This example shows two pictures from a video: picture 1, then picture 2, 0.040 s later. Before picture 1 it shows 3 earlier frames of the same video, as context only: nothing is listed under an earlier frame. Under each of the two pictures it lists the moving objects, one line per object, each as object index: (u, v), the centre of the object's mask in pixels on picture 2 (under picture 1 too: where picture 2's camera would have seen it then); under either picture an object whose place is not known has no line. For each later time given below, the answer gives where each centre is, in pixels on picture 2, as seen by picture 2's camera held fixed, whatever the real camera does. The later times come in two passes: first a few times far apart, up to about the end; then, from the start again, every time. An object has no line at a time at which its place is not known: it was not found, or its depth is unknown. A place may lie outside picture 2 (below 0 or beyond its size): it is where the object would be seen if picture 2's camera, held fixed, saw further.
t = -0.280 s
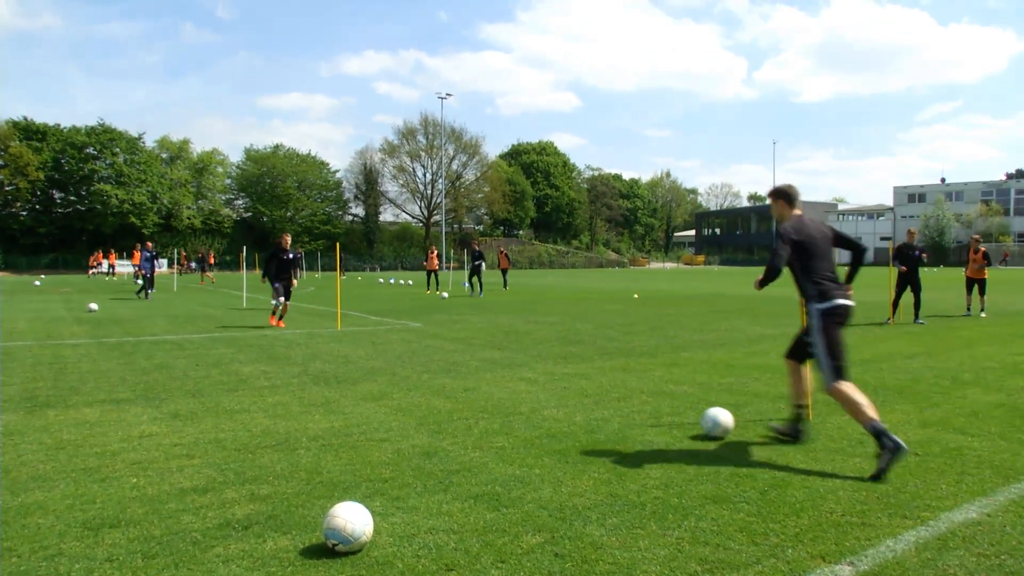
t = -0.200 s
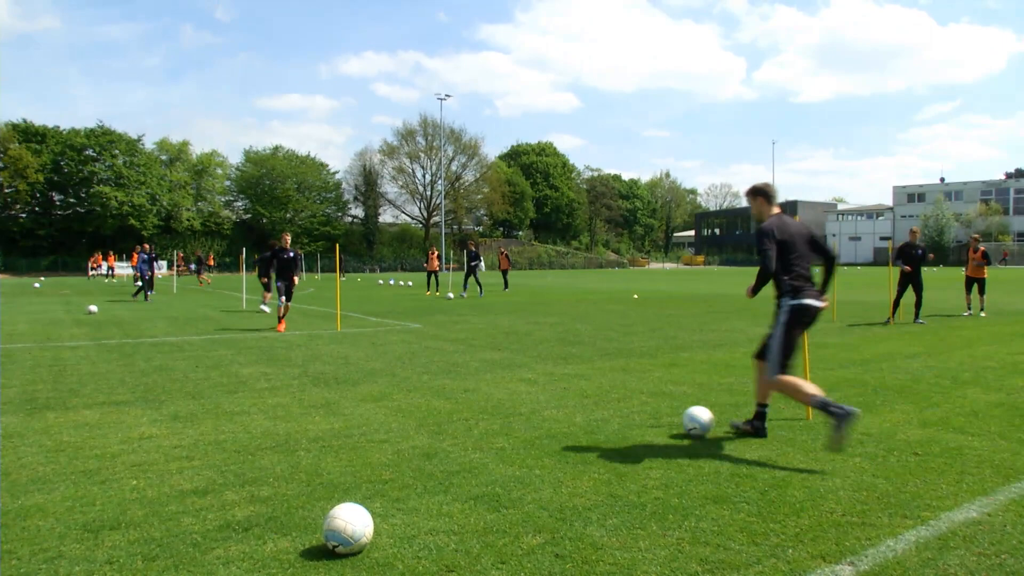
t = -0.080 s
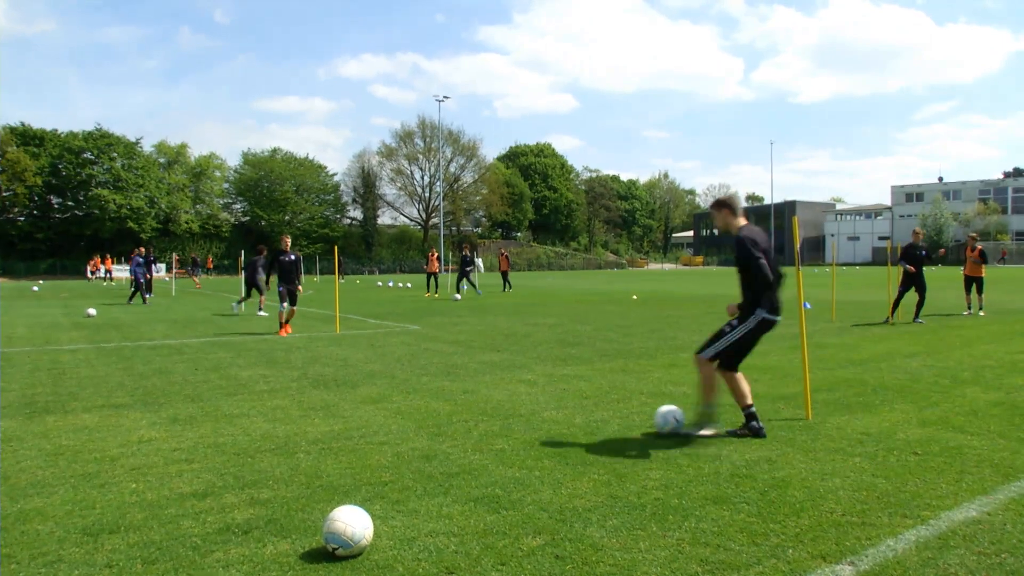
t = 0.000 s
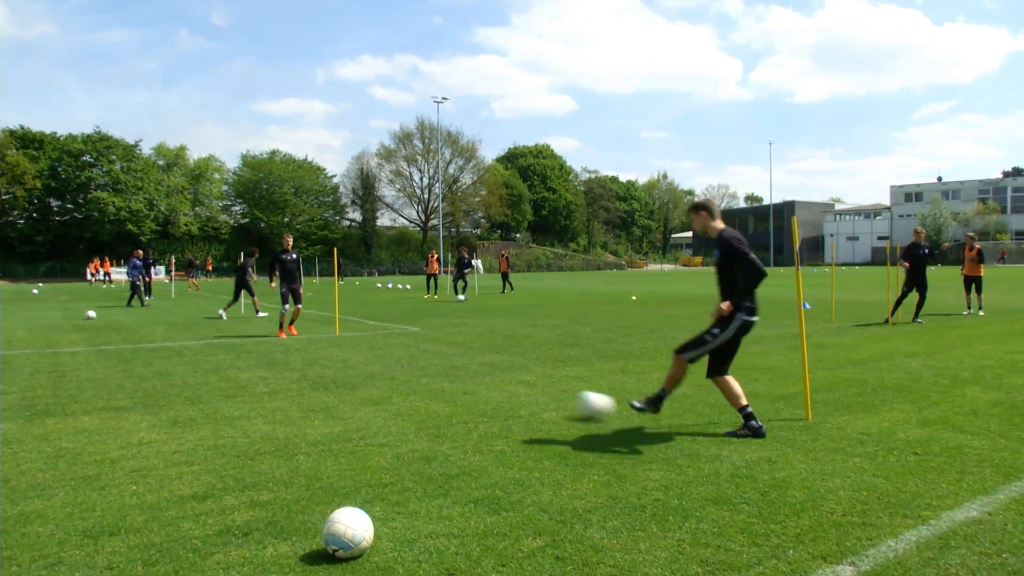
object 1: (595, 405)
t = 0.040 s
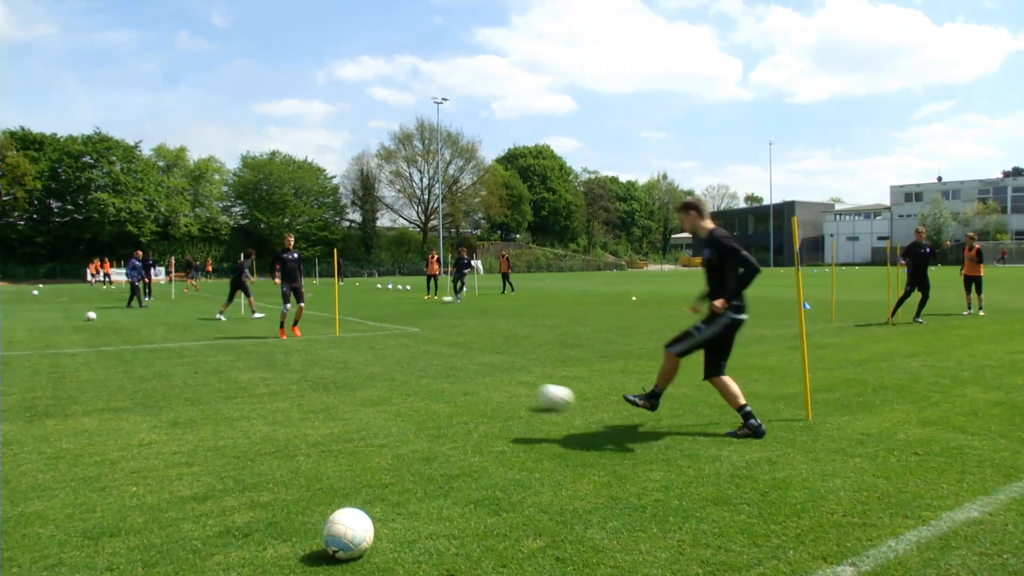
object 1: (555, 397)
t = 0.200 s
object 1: (442, 371)
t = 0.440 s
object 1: (349, 353)
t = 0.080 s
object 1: (520, 390)
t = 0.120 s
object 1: (491, 383)
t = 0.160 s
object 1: (465, 377)
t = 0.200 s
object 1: (442, 371)
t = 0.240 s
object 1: (422, 368)
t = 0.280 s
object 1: (404, 364)
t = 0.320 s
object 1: (388, 361)
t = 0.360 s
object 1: (374, 358)
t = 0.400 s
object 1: (361, 355)
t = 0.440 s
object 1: (349, 353)
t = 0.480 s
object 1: (339, 350)
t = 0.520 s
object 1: (330, 347)
